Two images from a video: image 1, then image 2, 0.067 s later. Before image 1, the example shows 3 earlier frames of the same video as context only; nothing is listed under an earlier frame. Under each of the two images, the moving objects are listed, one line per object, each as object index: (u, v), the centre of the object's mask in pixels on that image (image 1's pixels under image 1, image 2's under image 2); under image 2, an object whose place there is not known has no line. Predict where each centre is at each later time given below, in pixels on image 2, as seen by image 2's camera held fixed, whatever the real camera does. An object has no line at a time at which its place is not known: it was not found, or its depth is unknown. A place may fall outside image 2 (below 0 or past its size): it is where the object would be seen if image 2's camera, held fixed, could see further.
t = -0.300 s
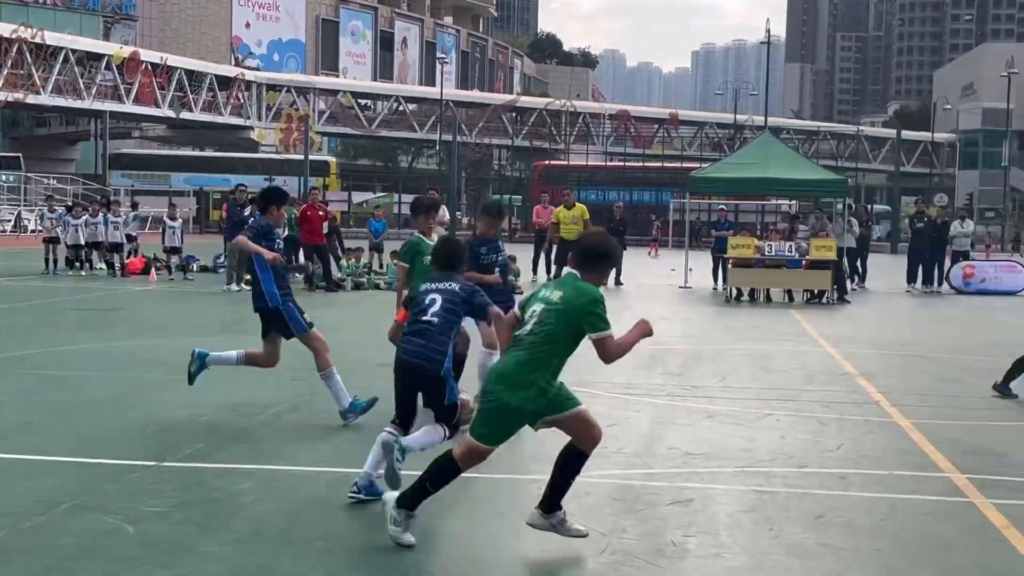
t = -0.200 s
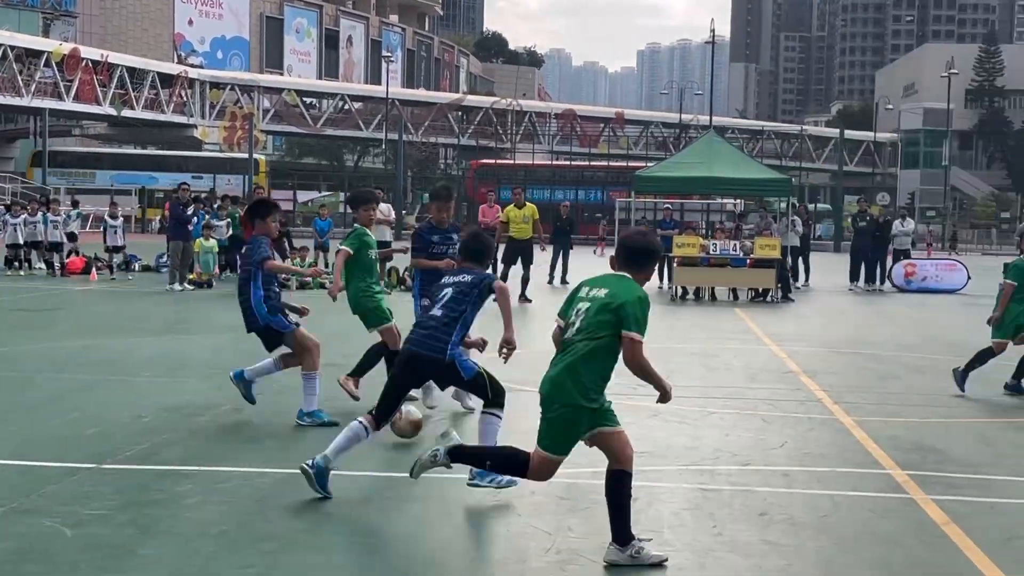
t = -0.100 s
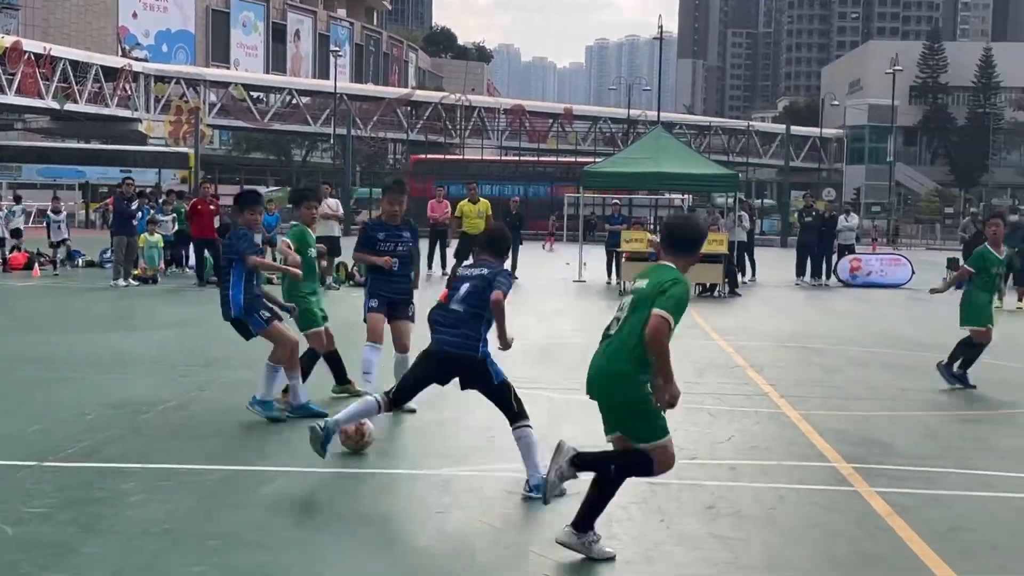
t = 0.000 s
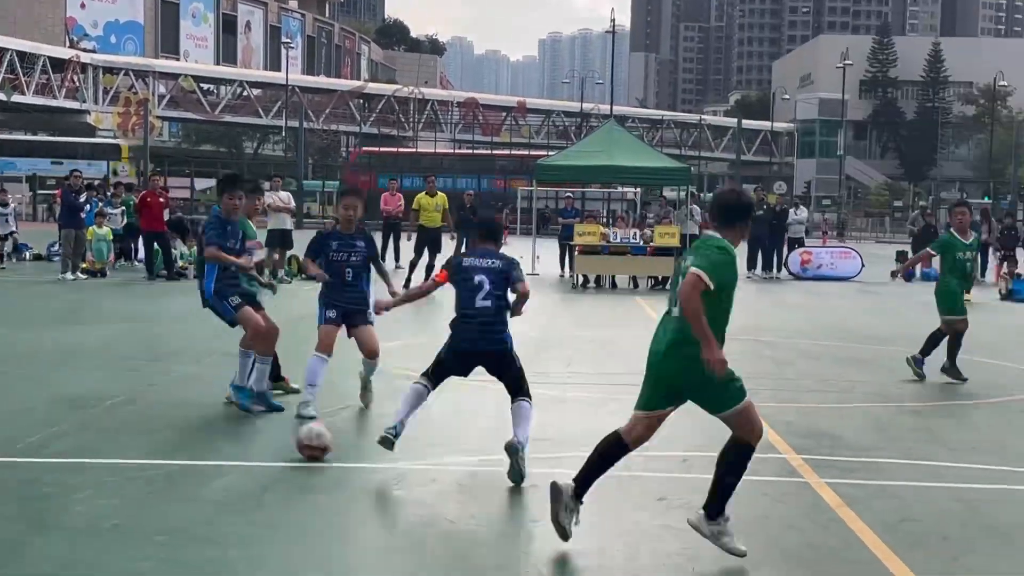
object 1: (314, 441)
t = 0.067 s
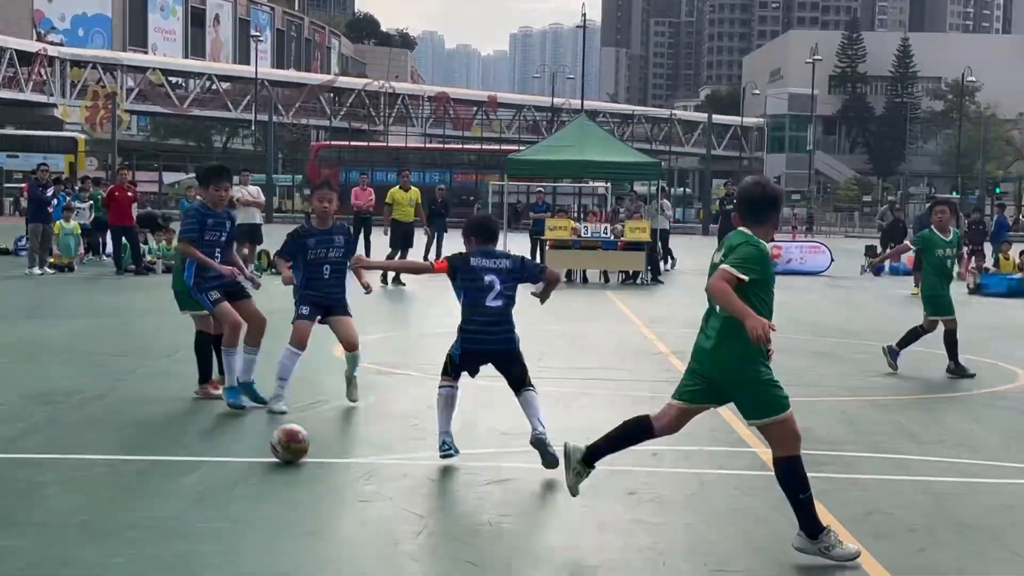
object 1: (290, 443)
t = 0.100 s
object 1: (291, 447)
